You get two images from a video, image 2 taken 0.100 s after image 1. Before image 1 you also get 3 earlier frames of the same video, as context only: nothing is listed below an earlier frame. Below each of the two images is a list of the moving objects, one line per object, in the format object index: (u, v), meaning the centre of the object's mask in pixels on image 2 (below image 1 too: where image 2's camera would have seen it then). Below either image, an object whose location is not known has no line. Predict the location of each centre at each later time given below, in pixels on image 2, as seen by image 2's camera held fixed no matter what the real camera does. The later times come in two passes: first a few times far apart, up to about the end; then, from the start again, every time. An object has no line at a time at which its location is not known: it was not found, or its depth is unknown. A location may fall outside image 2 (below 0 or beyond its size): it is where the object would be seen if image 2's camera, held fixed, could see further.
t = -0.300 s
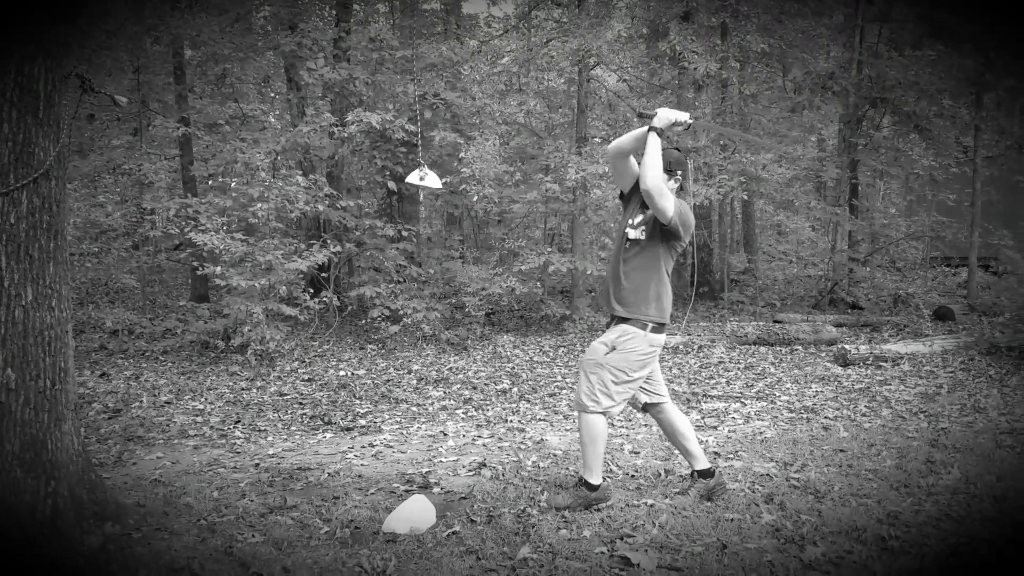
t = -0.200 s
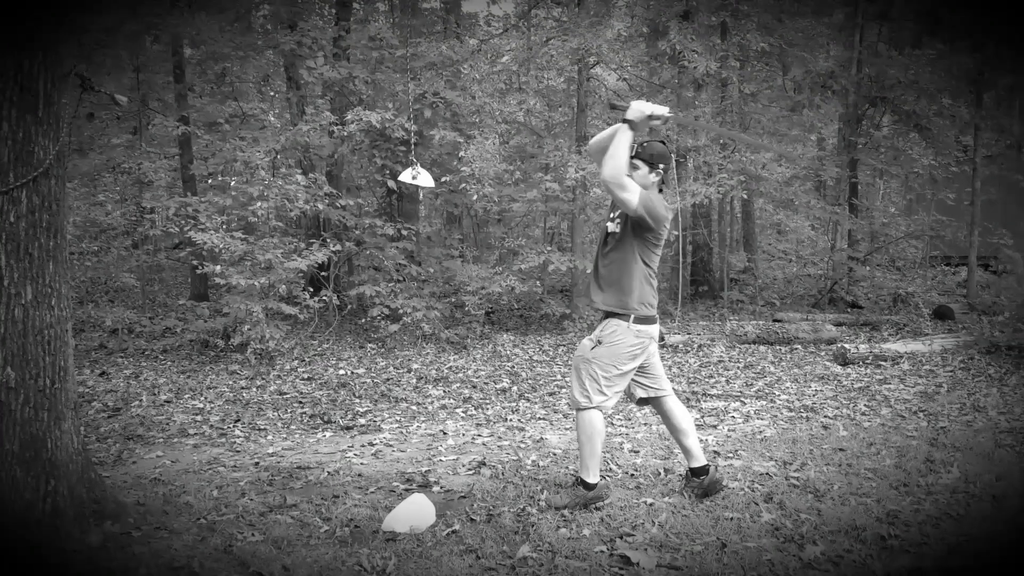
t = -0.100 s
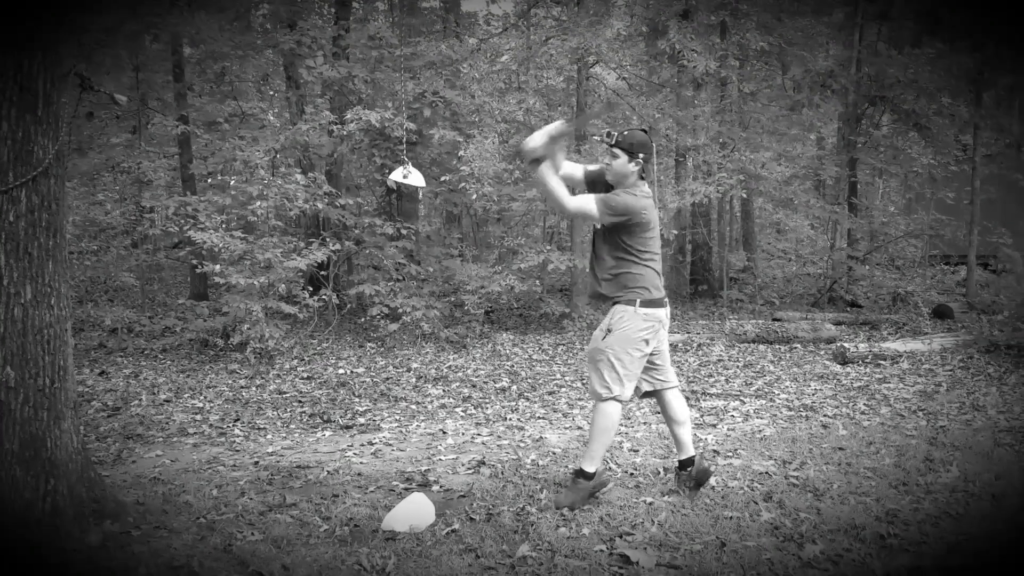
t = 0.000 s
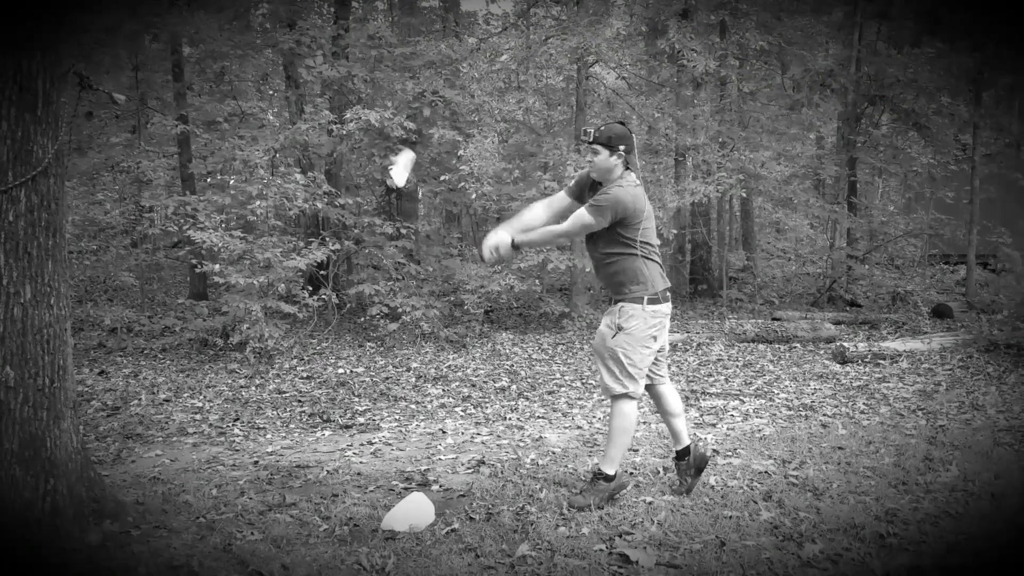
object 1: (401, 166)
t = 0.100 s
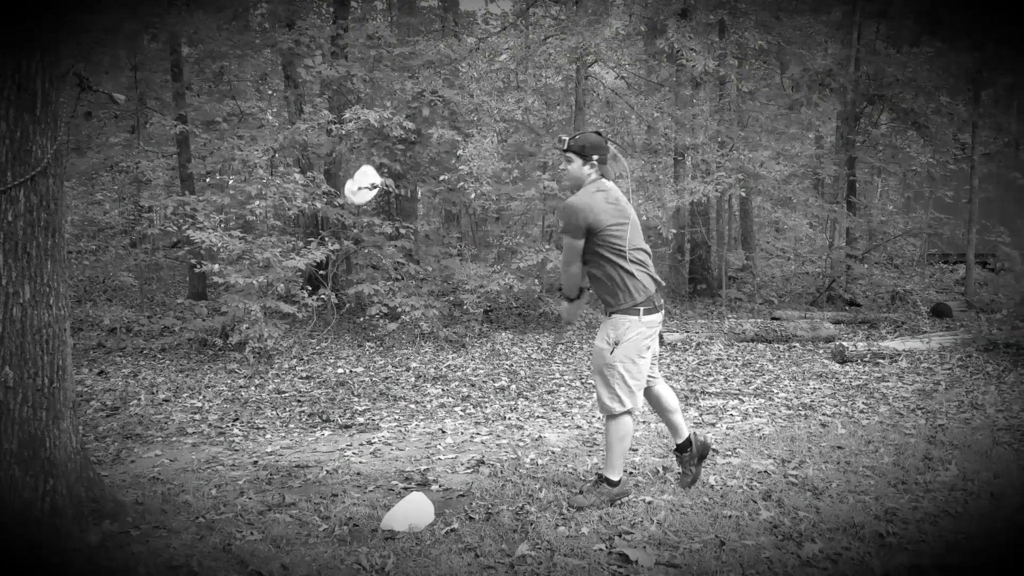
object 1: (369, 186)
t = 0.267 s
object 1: (349, 255)
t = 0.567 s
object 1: (310, 508)
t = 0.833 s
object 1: (266, 512)
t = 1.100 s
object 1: (263, 513)
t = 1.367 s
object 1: (262, 513)
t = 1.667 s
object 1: (263, 513)
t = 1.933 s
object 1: (264, 513)
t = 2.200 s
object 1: (265, 512)
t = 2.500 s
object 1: (266, 511)
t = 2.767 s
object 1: (267, 511)
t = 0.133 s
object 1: (360, 203)
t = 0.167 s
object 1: (361, 218)
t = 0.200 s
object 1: (361, 229)
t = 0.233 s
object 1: (357, 240)
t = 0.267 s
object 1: (349, 255)
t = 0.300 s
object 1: (340, 273)
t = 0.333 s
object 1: (330, 295)
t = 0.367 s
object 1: (322, 321)
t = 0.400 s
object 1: (317, 348)
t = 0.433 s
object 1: (314, 378)
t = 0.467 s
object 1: (311, 410)
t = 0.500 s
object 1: (310, 441)
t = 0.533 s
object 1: (309, 476)
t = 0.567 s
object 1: (310, 508)
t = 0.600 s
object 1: (305, 506)
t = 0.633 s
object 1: (299, 508)
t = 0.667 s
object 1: (293, 509)
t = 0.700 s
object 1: (288, 509)
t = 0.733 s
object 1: (283, 509)
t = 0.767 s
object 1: (278, 509)
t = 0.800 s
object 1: (272, 510)
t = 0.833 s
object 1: (266, 512)
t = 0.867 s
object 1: (262, 514)
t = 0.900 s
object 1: (262, 513)
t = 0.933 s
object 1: (262, 514)
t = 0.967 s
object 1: (262, 514)
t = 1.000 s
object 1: (262, 514)
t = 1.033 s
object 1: (262, 513)
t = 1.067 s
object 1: (263, 513)
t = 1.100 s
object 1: (263, 513)
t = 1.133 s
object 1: (262, 513)
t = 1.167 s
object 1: (262, 513)
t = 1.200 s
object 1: (262, 513)
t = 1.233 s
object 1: (262, 513)
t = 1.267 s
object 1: (263, 513)
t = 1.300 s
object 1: (262, 513)
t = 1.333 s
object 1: (262, 513)
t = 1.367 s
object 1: (262, 513)
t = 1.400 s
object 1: (262, 513)
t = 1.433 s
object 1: (262, 513)
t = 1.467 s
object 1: (262, 513)
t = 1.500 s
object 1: (262, 513)
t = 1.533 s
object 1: (262, 513)
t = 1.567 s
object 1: (262, 513)
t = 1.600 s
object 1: (262, 513)
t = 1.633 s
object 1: (263, 513)
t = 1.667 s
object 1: (263, 513)
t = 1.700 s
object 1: (263, 513)
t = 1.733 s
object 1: (263, 513)
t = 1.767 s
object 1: (263, 513)
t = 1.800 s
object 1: (264, 513)
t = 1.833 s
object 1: (264, 512)
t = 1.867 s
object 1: (264, 513)
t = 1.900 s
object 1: (264, 512)
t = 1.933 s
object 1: (264, 513)
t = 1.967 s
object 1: (264, 513)
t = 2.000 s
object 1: (264, 512)
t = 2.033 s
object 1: (264, 512)
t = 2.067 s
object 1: (265, 512)
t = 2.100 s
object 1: (265, 512)
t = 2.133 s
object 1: (265, 513)
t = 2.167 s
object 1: (265, 512)
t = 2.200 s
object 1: (265, 512)
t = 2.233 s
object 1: (265, 512)
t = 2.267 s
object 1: (266, 512)
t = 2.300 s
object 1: (266, 512)
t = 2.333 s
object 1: (266, 512)
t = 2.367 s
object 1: (266, 512)
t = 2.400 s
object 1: (266, 512)
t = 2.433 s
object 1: (266, 512)
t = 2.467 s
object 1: (266, 512)
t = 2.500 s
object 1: (266, 511)
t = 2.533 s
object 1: (266, 511)
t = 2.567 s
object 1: (266, 511)
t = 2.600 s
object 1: (267, 511)
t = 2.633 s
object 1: (267, 511)
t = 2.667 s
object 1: (267, 511)
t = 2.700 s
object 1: (267, 511)
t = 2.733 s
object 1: (267, 511)
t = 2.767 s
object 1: (267, 511)
